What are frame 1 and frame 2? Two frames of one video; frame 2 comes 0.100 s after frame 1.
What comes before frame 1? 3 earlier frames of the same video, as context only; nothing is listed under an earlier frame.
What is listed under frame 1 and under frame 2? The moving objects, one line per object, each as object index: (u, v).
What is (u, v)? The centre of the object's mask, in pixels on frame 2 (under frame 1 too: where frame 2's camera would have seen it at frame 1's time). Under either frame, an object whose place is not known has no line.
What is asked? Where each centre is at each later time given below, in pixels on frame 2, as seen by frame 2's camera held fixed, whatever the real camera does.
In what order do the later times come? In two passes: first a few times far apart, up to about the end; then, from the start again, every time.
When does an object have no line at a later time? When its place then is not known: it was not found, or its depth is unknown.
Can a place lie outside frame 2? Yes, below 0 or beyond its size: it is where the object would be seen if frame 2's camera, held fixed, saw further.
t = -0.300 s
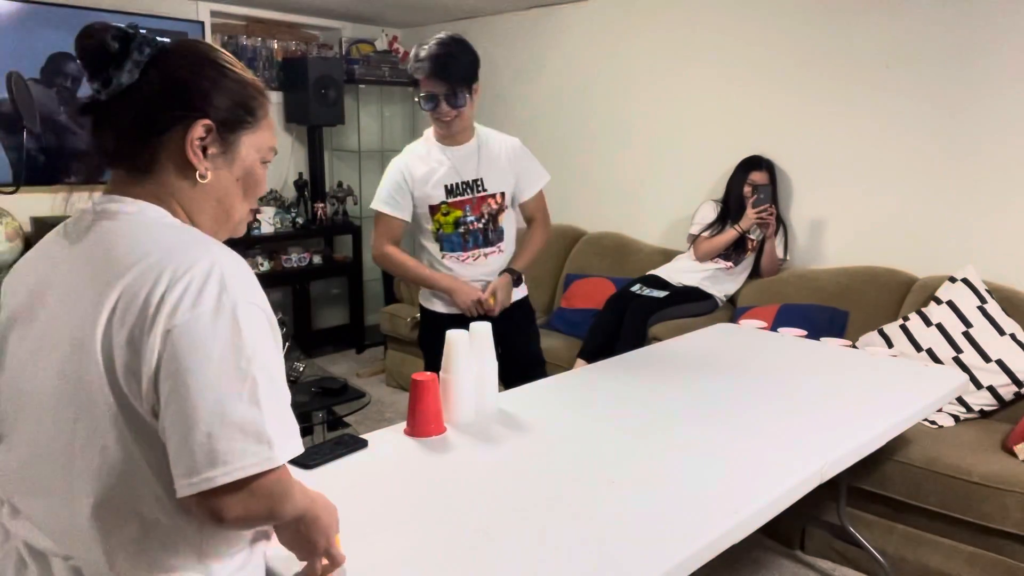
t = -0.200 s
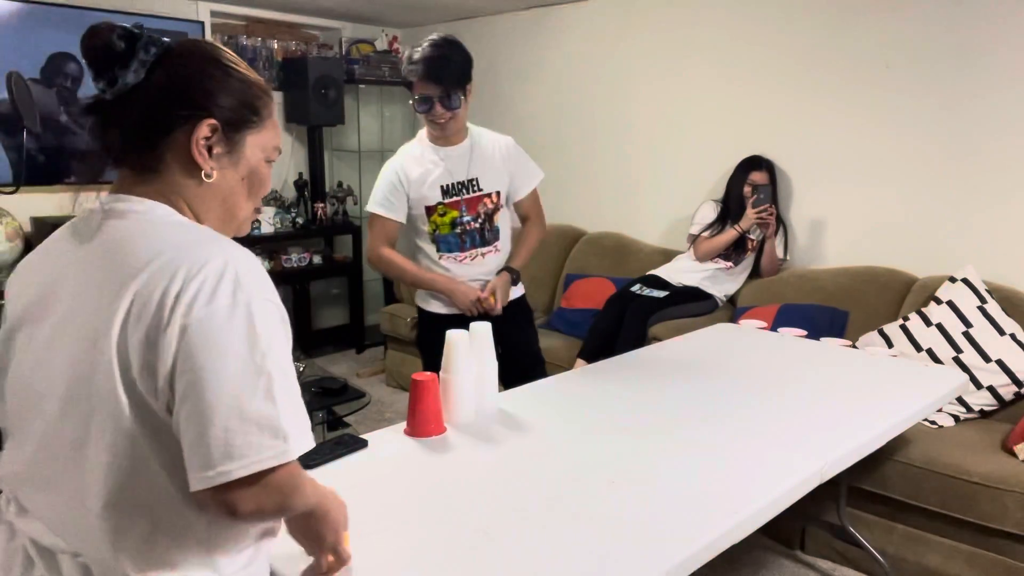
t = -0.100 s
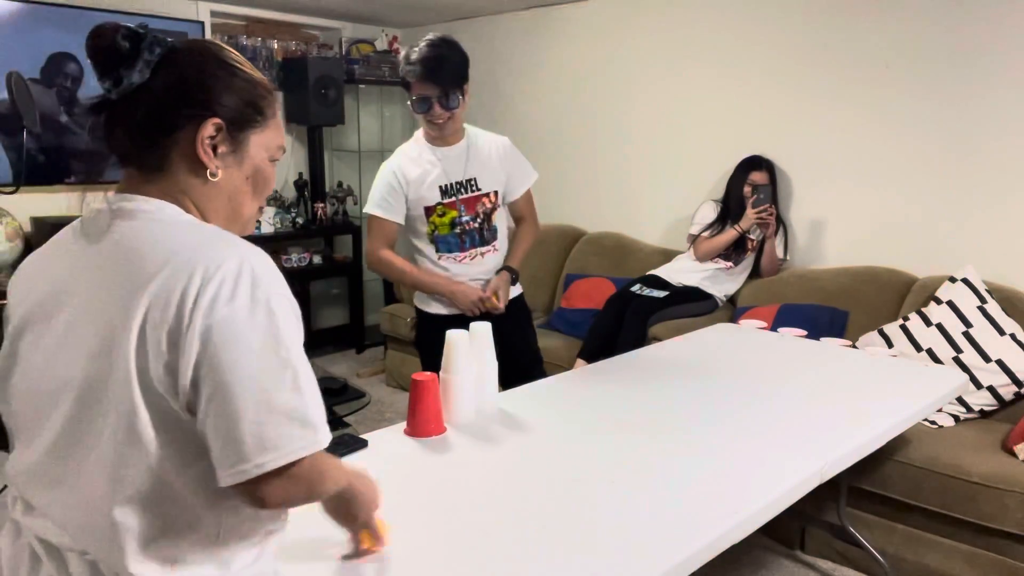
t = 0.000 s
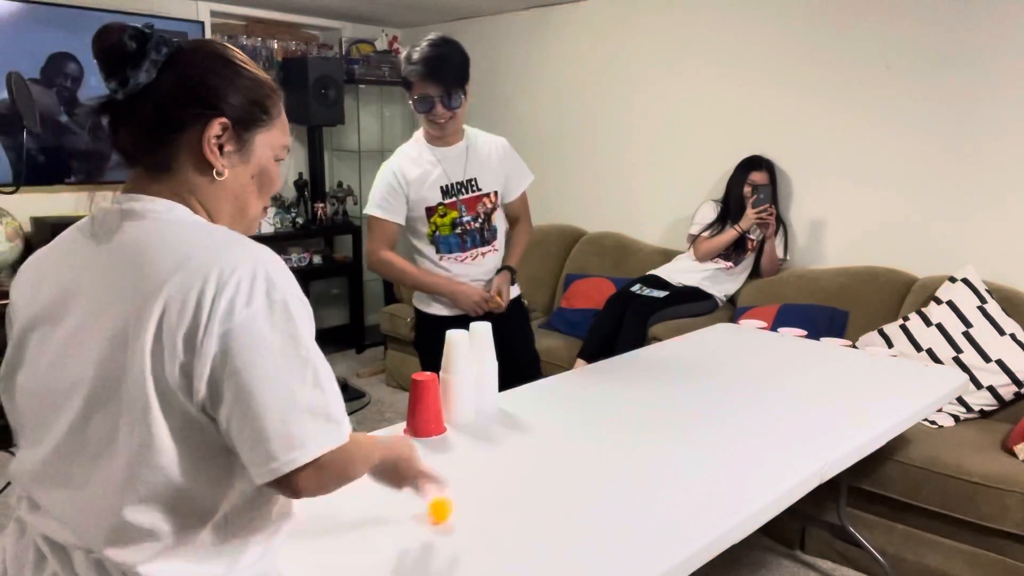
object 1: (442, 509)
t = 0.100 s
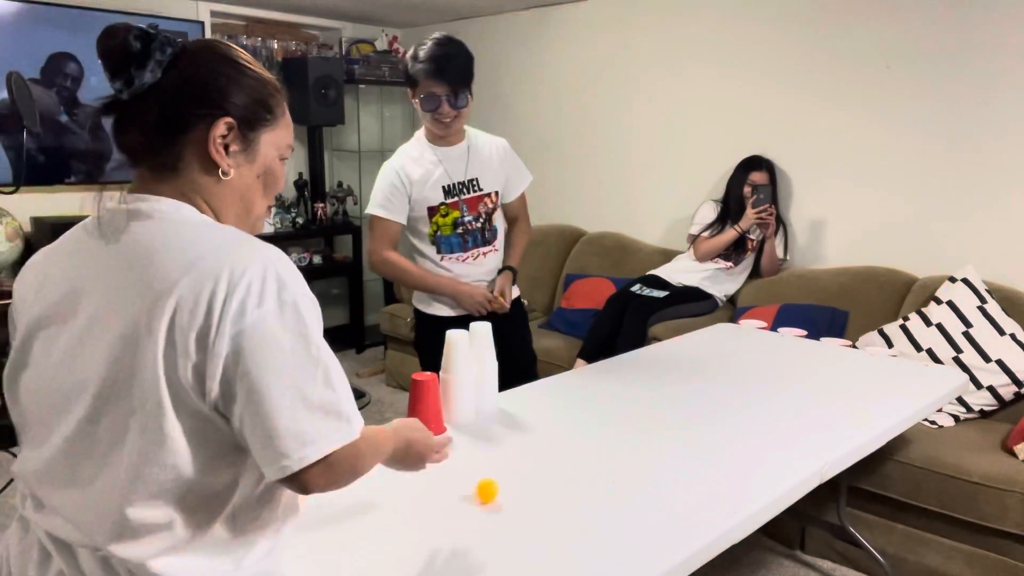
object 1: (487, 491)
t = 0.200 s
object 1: (522, 475)
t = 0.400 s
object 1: (580, 445)
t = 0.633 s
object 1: (627, 415)
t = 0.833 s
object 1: (651, 394)
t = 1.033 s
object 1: (662, 377)
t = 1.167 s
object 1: (666, 367)
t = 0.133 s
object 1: (499, 486)
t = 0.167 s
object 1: (511, 480)
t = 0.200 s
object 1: (522, 475)
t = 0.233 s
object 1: (533, 470)
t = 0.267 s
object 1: (544, 464)
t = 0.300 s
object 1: (553, 460)
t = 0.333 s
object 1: (563, 454)
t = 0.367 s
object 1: (572, 450)
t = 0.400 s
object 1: (580, 445)
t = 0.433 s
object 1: (588, 440)
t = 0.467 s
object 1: (596, 436)
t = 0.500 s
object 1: (603, 431)
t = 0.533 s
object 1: (610, 427)
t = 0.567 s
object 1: (616, 423)
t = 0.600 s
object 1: (622, 419)
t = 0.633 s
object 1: (627, 415)
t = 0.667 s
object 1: (632, 411)
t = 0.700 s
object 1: (637, 407)
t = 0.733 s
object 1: (641, 403)
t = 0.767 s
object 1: (644, 400)
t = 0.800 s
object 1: (648, 396)
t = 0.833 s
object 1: (651, 394)
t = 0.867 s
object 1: (653, 391)
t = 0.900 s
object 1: (655, 388)
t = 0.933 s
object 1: (657, 386)
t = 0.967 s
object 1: (659, 383)
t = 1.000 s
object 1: (661, 380)
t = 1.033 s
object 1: (662, 377)
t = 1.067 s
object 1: (664, 375)
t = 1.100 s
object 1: (664, 372)
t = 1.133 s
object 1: (666, 370)
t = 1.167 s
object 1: (666, 367)
